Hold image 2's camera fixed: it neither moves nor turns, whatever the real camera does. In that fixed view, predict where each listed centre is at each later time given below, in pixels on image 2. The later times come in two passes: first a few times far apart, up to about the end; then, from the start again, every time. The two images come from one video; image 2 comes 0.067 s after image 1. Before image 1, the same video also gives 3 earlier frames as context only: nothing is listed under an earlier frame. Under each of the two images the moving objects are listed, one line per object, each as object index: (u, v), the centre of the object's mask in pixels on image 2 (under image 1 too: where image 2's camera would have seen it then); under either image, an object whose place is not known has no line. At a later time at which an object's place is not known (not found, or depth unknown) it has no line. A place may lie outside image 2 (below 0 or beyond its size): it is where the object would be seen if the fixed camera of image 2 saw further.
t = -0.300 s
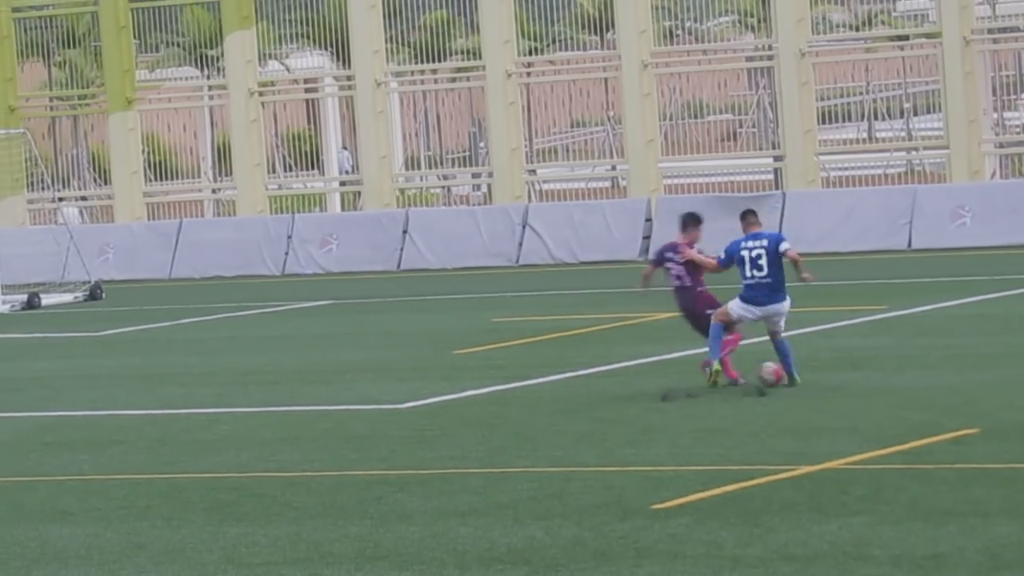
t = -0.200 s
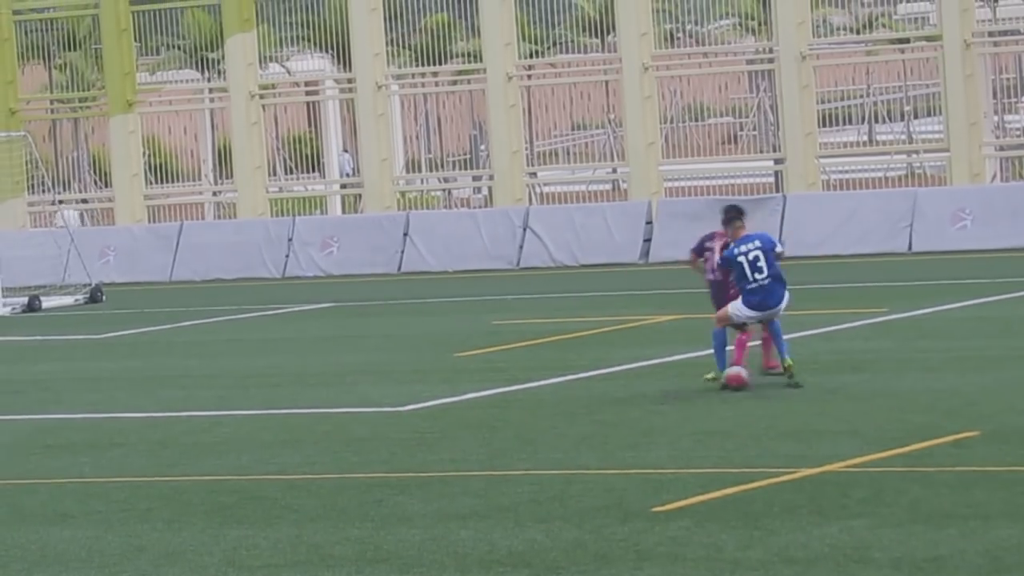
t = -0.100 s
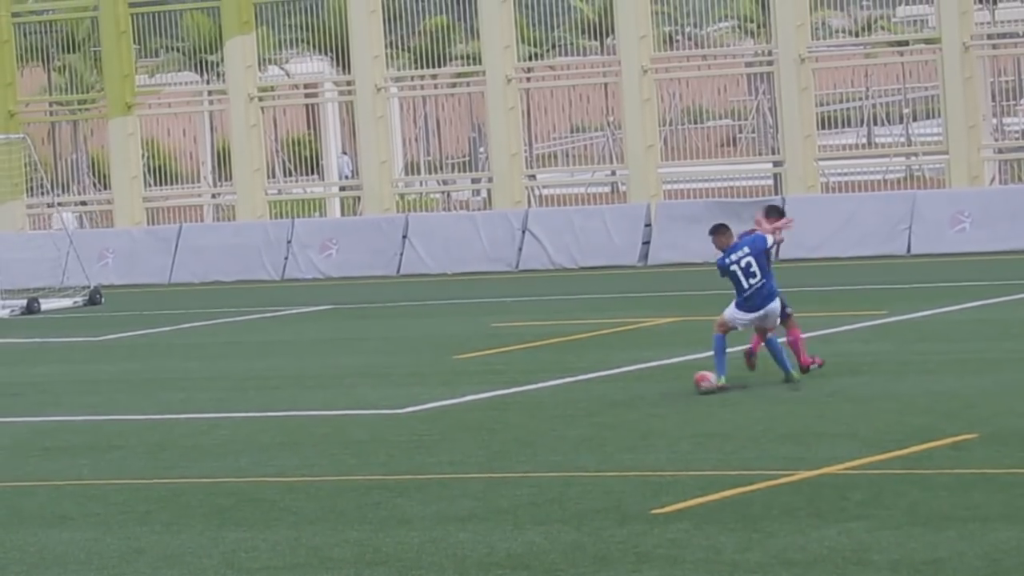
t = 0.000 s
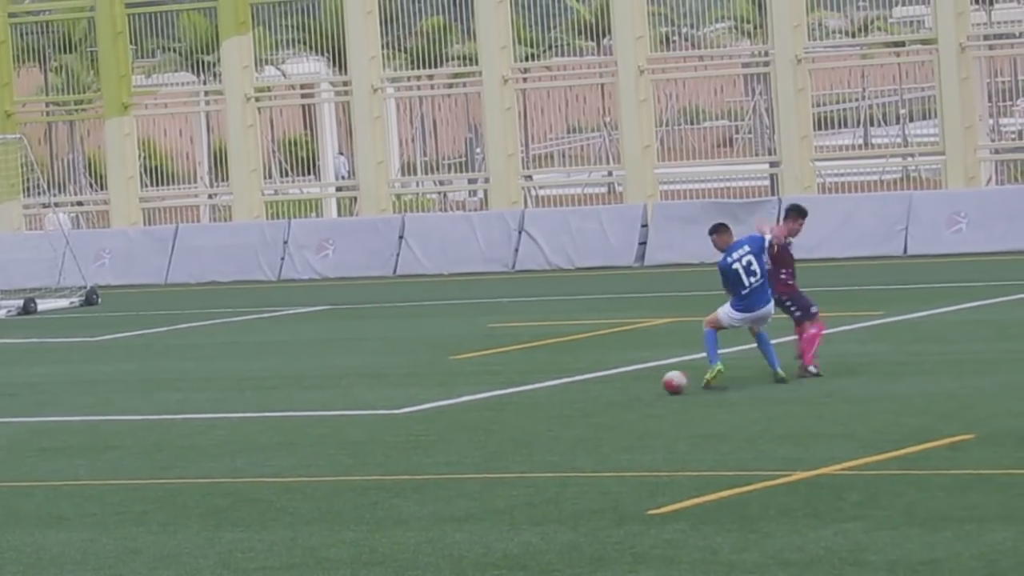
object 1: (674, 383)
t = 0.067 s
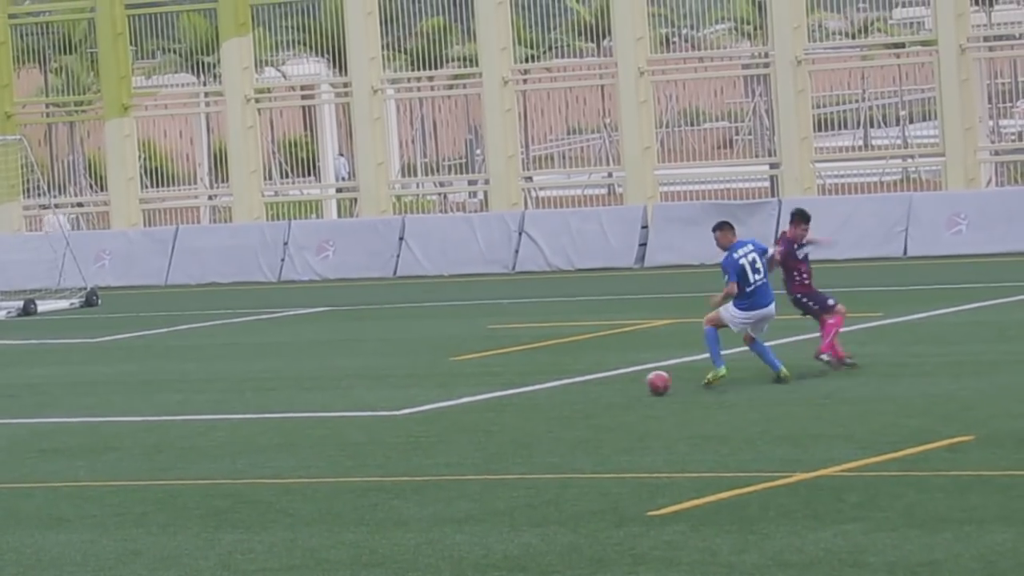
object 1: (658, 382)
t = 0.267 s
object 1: (609, 384)
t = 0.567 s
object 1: (542, 384)
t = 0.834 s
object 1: (489, 383)
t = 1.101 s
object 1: (441, 384)
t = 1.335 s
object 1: (402, 385)
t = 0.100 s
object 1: (650, 383)
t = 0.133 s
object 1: (642, 384)
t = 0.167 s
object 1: (633, 384)
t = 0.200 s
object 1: (625, 383)
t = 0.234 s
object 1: (617, 383)
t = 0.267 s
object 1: (609, 384)
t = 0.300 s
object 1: (602, 384)
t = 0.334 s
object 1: (595, 384)
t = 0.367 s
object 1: (587, 384)
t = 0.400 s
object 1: (579, 384)
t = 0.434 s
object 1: (571, 384)
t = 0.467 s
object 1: (564, 384)
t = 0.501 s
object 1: (556, 384)
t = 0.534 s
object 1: (549, 384)
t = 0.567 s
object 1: (542, 384)
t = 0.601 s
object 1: (535, 384)
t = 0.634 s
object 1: (529, 385)
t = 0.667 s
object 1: (521, 384)
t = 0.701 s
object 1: (515, 384)
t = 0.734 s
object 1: (509, 384)
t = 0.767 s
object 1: (502, 384)
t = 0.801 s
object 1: (495, 385)
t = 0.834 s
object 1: (489, 383)
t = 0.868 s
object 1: (483, 382)
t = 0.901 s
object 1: (477, 382)
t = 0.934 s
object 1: (471, 384)
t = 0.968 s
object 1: (465, 385)
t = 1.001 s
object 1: (459, 384)
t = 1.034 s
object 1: (453, 385)
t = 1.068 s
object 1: (447, 384)
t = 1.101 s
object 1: (441, 384)
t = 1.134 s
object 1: (435, 385)
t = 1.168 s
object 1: (430, 385)
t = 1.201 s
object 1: (424, 384)
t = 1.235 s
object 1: (419, 385)
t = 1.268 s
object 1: (413, 385)
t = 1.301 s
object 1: (408, 385)
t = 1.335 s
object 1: (402, 385)
